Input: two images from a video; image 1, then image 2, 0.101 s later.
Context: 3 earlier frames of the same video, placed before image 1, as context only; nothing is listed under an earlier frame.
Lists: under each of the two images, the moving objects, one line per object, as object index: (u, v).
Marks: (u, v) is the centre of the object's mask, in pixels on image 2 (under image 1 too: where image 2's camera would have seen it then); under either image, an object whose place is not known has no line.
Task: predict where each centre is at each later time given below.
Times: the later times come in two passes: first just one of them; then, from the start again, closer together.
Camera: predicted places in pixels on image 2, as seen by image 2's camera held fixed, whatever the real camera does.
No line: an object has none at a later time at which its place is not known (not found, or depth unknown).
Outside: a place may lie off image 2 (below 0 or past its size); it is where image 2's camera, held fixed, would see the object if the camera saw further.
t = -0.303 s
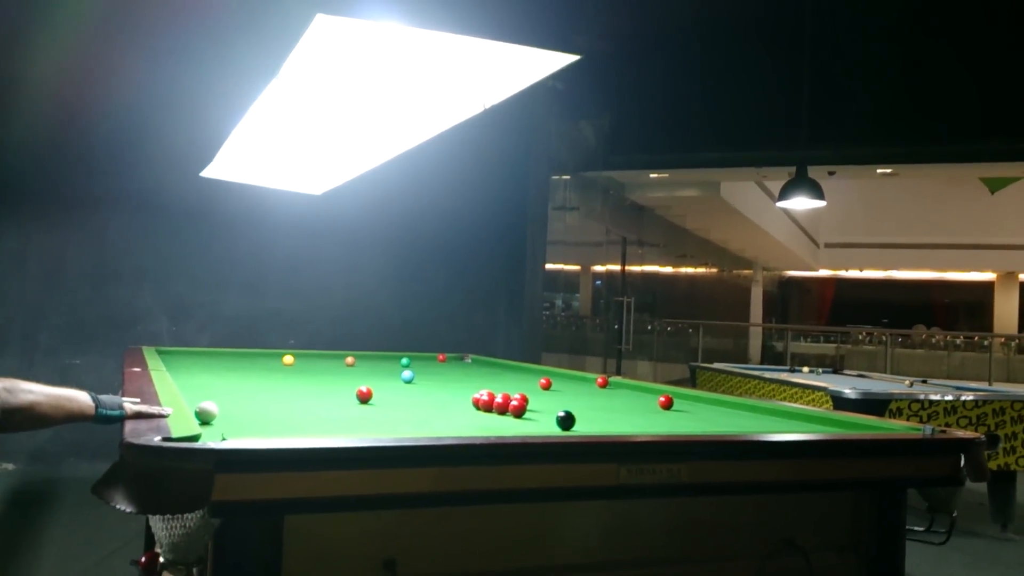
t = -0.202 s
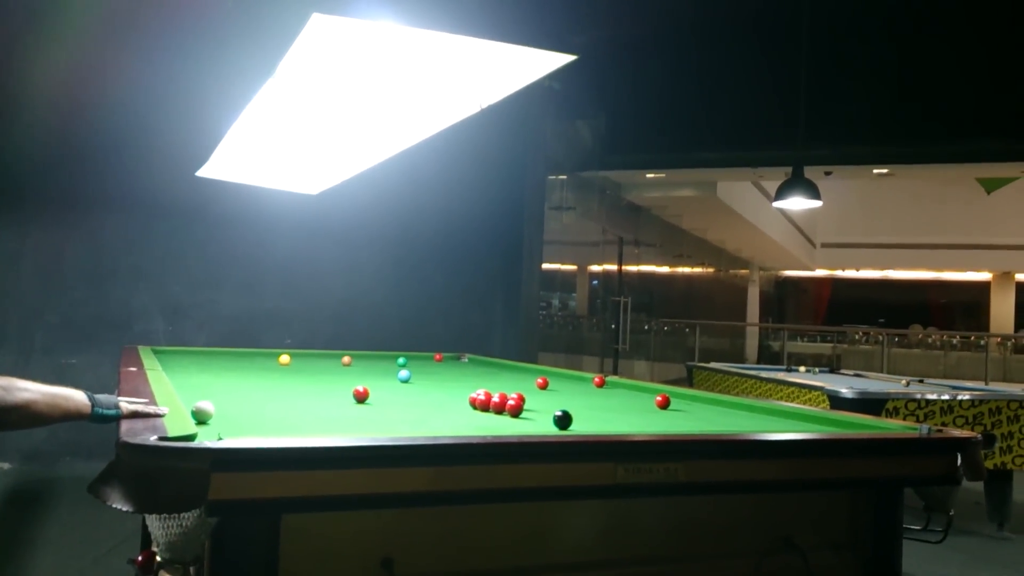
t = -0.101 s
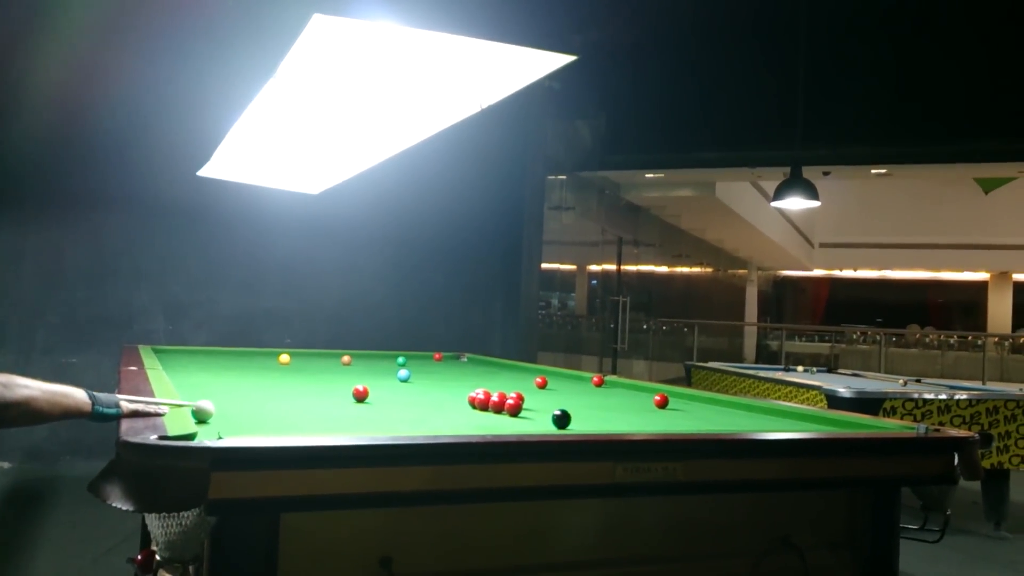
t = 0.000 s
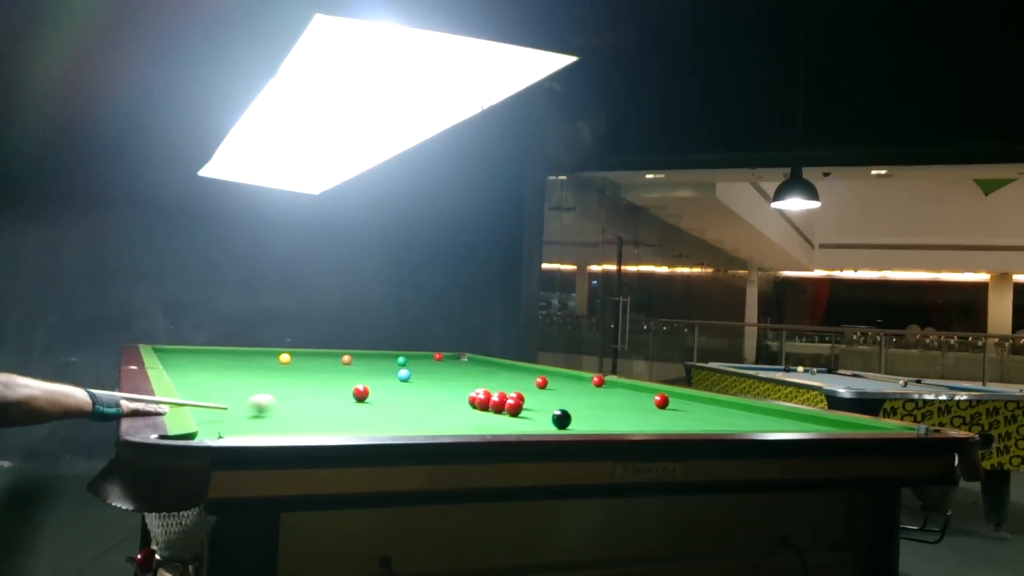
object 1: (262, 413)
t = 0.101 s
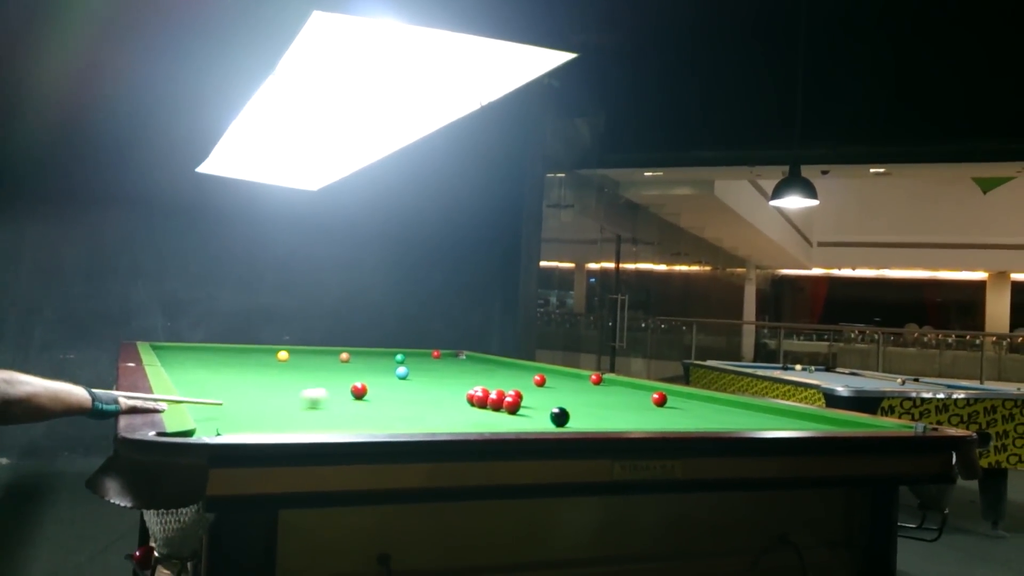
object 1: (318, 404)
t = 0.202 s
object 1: (363, 398)
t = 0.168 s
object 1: (346, 401)
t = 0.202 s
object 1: (363, 398)
